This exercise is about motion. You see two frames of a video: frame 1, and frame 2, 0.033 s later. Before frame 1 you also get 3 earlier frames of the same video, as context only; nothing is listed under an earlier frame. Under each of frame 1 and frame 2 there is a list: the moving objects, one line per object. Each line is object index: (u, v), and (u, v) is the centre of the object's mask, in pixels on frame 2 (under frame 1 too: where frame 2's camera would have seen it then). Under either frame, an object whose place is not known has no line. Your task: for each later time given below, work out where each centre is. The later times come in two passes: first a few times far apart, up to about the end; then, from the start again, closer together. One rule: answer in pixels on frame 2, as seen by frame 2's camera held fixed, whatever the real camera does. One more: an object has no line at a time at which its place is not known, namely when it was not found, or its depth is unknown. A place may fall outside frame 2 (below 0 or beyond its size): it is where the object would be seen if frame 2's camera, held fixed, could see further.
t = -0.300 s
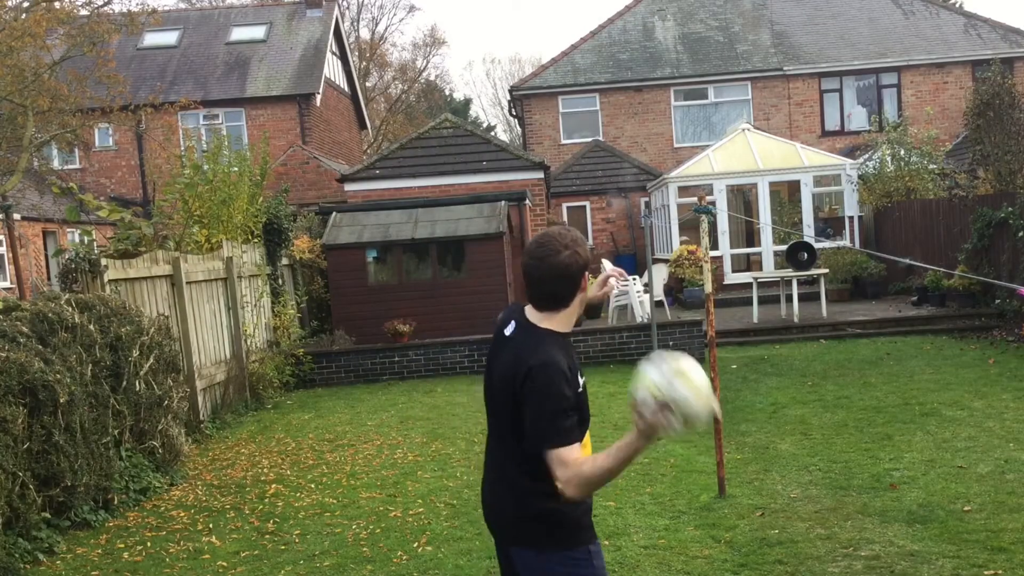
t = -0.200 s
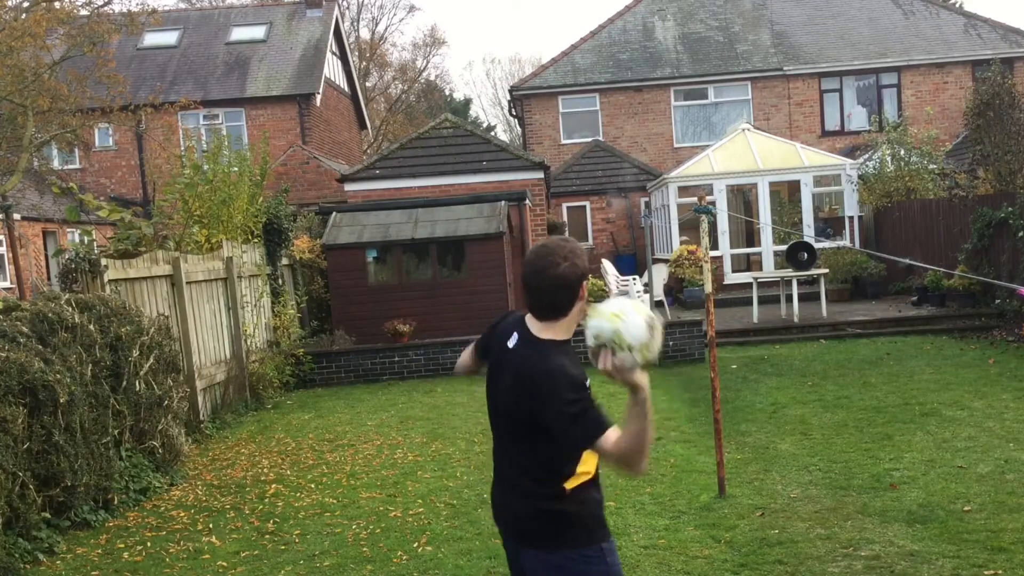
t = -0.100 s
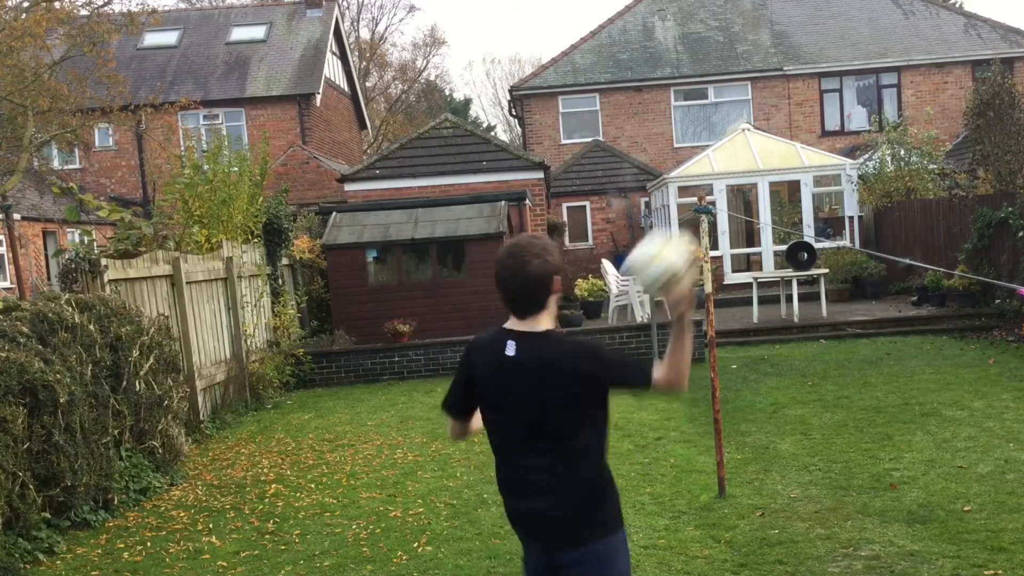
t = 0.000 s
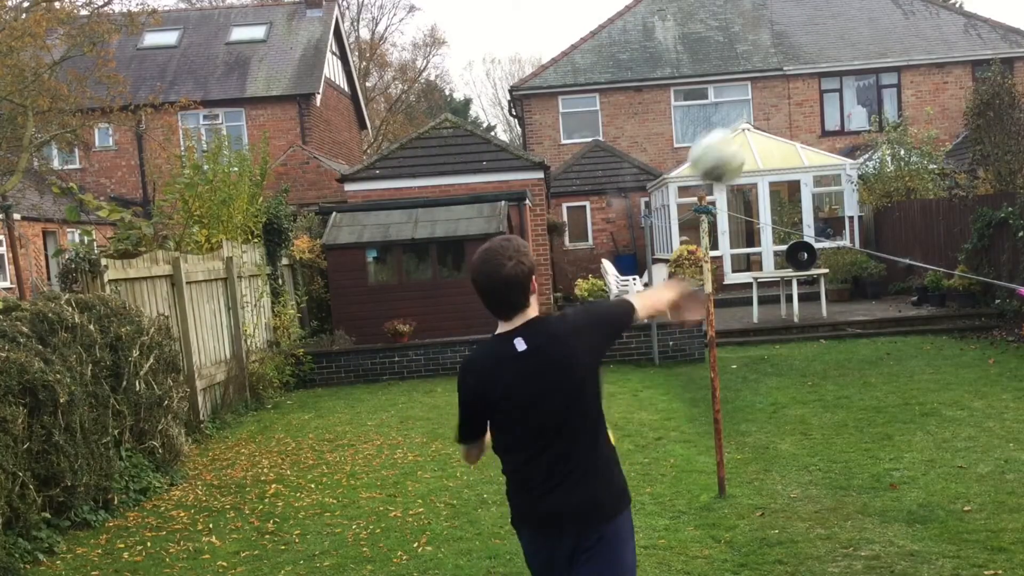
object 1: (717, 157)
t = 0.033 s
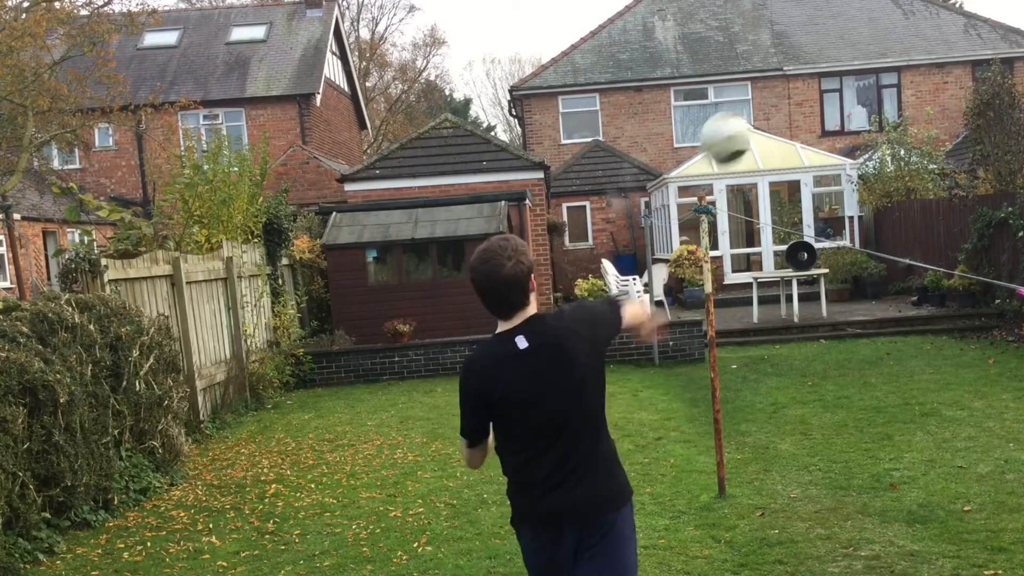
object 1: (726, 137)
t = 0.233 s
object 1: (750, 106)
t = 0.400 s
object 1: (753, 131)
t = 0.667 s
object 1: (750, 209)
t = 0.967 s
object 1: (741, 329)
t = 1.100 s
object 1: (738, 361)
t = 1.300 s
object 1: (736, 324)
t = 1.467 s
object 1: (736, 319)
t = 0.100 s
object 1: (738, 115)
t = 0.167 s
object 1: (745, 105)
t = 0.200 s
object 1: (747, 104)
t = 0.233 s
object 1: (750, 106)
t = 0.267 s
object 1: (751, 108)
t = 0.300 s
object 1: (752, 112)
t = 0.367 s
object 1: (753, 123)
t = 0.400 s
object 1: (753, 131)
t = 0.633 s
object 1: (750, 199)
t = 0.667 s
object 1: (750, 209)
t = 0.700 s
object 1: (750, 223)
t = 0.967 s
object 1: (741, 329)
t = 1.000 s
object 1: (741, 343)
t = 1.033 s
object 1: (739, 357)
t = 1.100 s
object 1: (738, 361)
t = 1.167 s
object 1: (737, 345)
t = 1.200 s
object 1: (737, 340)
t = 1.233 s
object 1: (736, 333)
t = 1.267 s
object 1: (736, 328)
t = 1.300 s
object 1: (736, 324)
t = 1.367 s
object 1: (736, 320)
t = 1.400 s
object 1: (736, 318)
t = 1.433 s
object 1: (736, 318)
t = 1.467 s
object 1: (736, 319)
